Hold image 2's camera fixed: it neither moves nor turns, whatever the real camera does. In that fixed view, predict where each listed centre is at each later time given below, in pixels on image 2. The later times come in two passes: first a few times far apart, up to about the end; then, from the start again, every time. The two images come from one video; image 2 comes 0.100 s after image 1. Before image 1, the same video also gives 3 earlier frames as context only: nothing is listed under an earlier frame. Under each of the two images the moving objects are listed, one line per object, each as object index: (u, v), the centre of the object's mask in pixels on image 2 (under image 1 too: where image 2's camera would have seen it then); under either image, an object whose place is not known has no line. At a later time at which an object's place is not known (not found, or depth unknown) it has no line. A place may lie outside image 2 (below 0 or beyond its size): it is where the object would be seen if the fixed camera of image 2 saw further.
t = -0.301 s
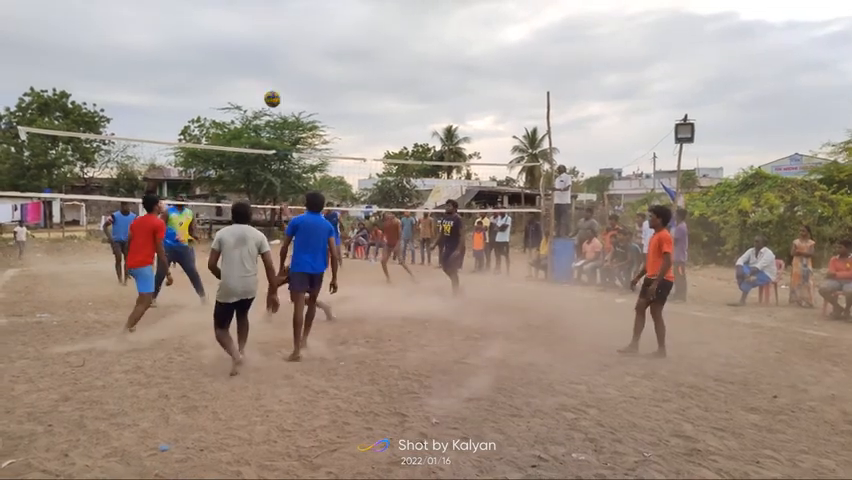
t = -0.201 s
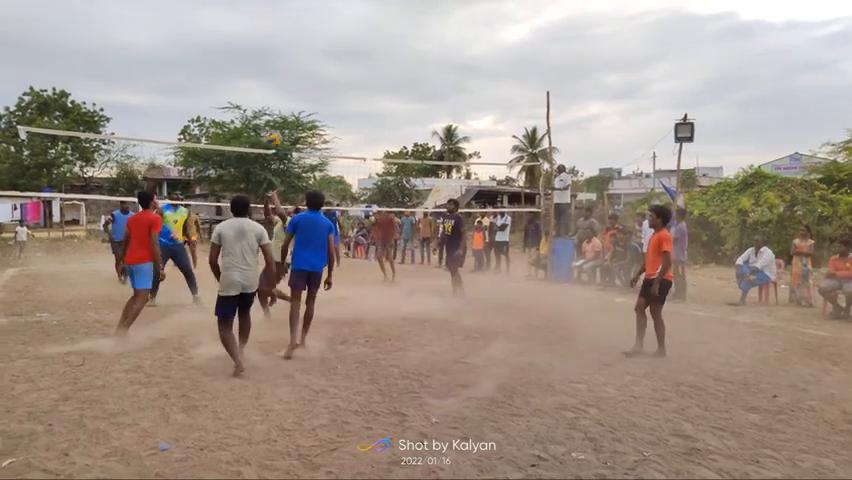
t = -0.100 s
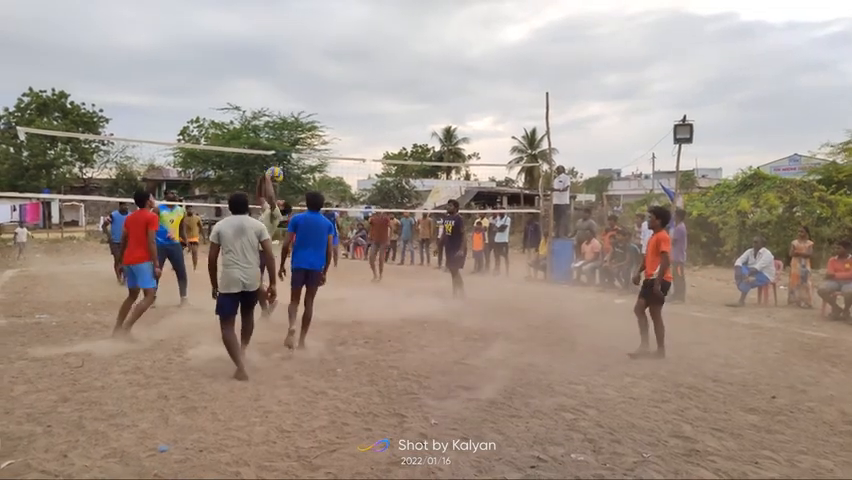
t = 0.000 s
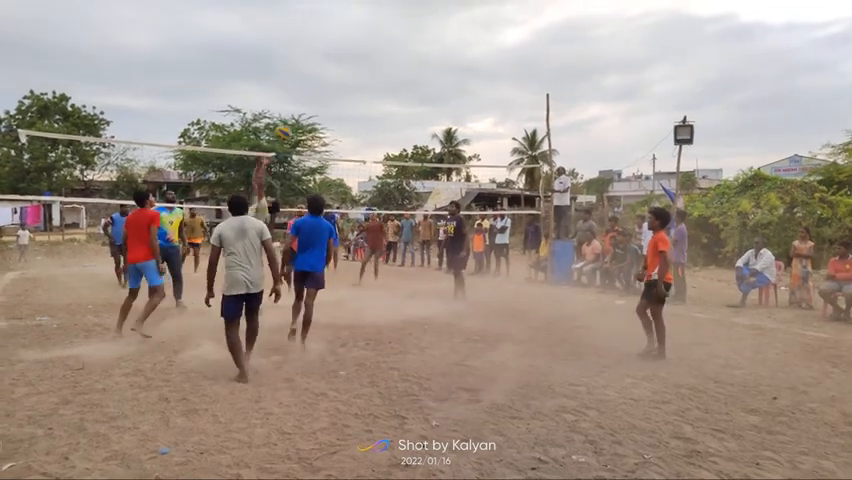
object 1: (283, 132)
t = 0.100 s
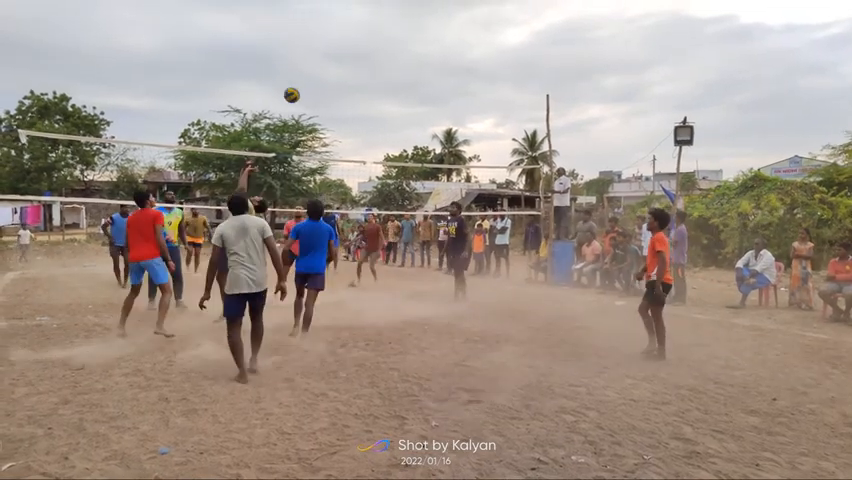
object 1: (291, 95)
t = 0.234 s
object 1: (302, 56)
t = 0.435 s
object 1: (318, 25)
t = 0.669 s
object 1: (337, 24)
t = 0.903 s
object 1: (354, 58)
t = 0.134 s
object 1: (294, 84)
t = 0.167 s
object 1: (297, 74)
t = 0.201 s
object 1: (299, 64)
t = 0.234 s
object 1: (302, 56)
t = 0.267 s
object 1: (305, 49)
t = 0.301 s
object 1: (308, 42)
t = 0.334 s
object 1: (310, 37)
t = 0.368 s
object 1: (313, 32)
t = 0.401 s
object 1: (315, 28)
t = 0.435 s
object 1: (318, 25)
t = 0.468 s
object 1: (321, 22)
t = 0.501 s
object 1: (324, 21)
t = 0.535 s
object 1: (326, 20)
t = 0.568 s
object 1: (329, 20)
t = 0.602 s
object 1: (332, 20)
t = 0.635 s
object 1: (334, 22)
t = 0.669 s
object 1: (337, 24)
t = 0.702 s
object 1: (339, 27)
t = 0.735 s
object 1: (342, 30)
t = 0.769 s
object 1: (345, 34)
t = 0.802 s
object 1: (347, 39)
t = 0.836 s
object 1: (349, 45)
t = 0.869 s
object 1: (352, 52)
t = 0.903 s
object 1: (354, 58)
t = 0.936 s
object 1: (357, 66)
